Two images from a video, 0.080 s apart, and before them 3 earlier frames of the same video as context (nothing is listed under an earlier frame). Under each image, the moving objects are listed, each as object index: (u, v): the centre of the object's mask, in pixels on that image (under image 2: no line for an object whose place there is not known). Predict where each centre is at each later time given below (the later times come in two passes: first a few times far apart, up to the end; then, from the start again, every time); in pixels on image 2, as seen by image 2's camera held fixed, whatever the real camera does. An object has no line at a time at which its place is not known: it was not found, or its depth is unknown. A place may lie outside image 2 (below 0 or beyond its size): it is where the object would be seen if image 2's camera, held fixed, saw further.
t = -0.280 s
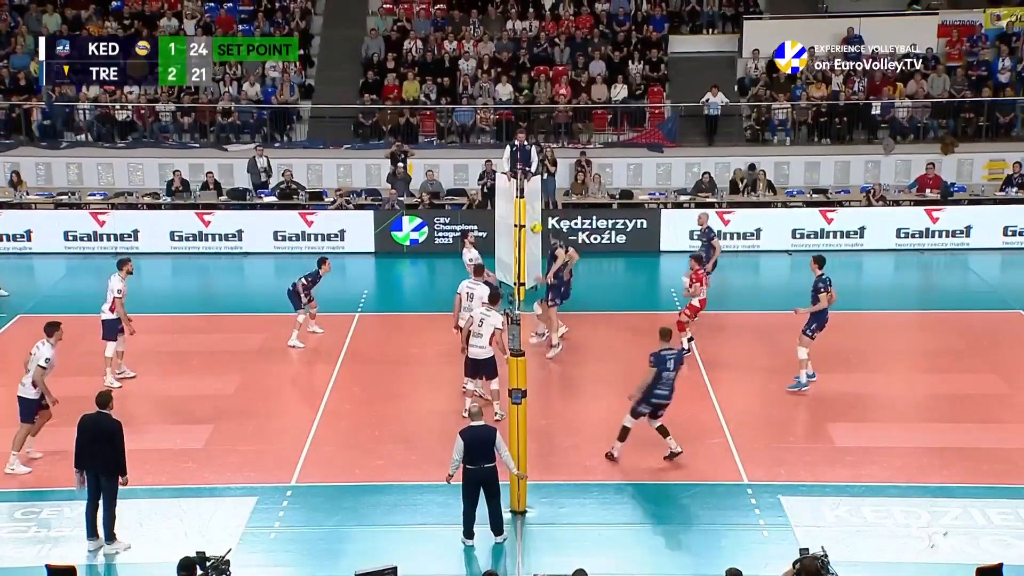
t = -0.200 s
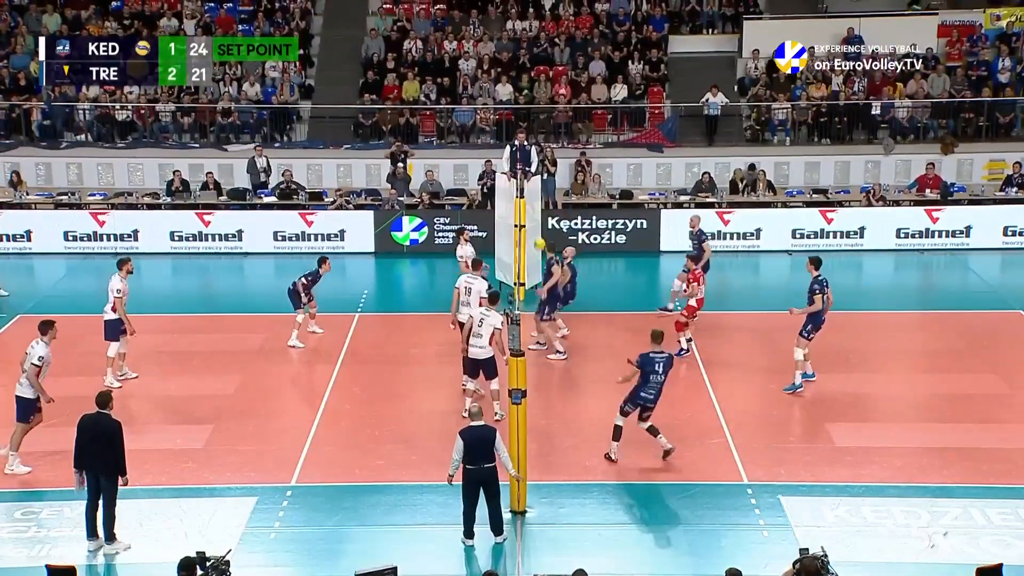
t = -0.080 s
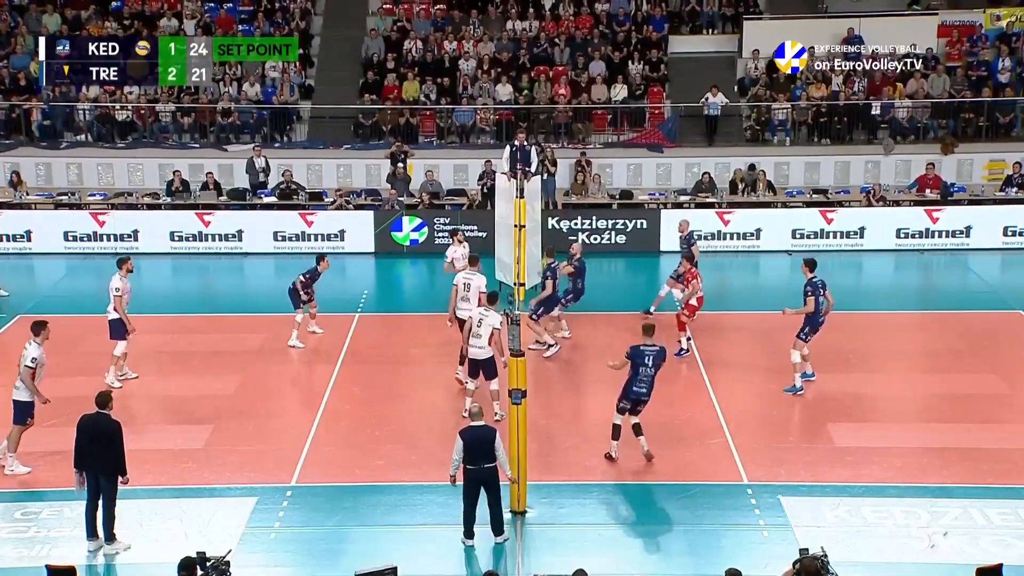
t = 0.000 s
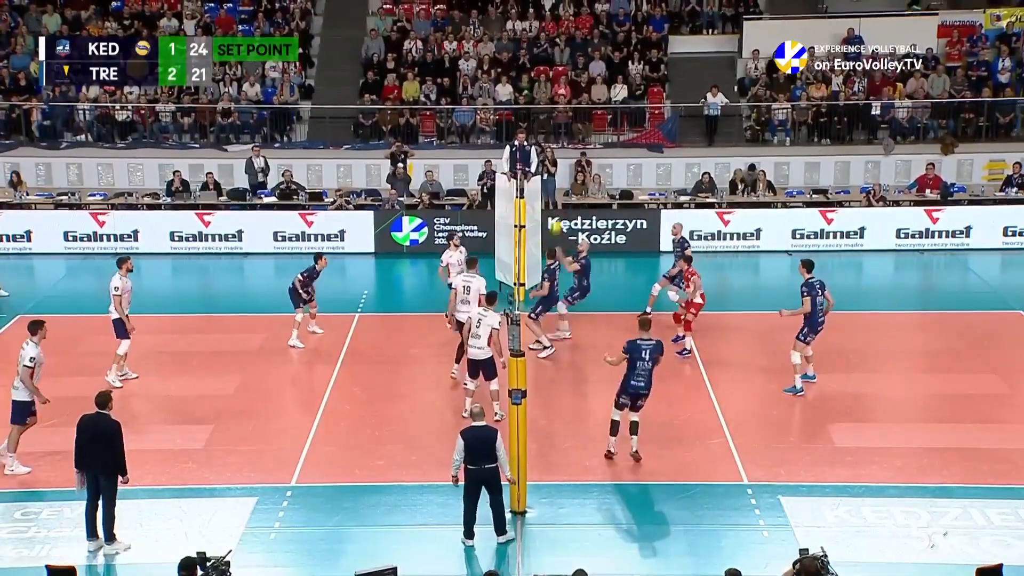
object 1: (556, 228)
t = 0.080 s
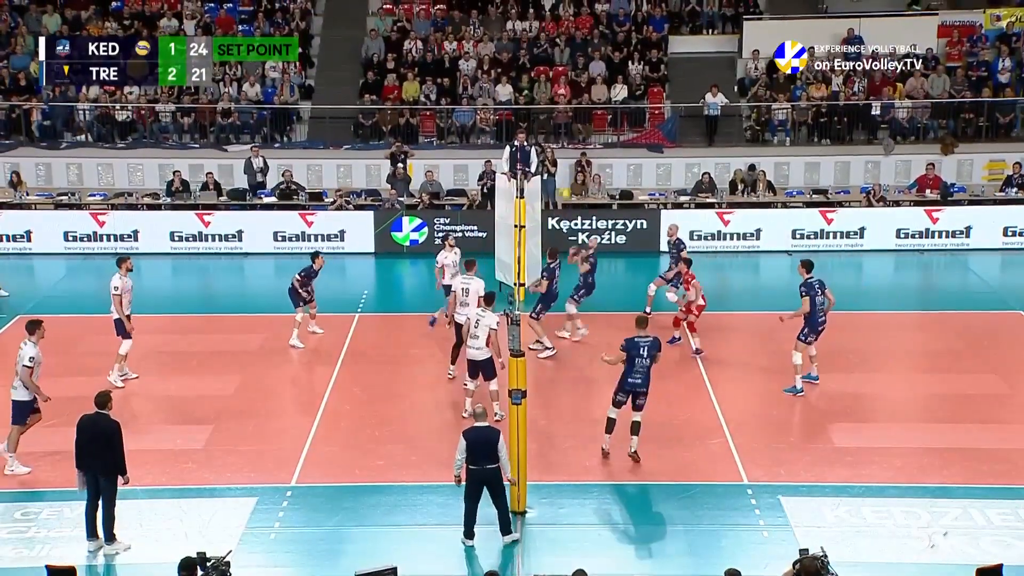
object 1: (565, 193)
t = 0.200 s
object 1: (579, 148)
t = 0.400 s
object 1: (604, 93)
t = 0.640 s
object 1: (633, 58)
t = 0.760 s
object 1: (649, 55)
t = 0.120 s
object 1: (569, 177)
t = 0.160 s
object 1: (574, 162)
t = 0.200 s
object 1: (579, 148)
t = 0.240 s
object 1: (583, 136)
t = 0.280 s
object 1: (588, 123)
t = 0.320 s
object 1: (593, 112)
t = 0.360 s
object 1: (599, 102)
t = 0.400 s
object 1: (604, 93)
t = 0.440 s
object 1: (609, 84)
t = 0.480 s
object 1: (614, 78)
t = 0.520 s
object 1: (618, 71)
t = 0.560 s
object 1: (624, 66)
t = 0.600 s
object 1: (628, 62)
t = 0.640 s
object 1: (633, 58)
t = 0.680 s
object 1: (638, 55)
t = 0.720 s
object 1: (643, 55)
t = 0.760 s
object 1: (649, 55)
